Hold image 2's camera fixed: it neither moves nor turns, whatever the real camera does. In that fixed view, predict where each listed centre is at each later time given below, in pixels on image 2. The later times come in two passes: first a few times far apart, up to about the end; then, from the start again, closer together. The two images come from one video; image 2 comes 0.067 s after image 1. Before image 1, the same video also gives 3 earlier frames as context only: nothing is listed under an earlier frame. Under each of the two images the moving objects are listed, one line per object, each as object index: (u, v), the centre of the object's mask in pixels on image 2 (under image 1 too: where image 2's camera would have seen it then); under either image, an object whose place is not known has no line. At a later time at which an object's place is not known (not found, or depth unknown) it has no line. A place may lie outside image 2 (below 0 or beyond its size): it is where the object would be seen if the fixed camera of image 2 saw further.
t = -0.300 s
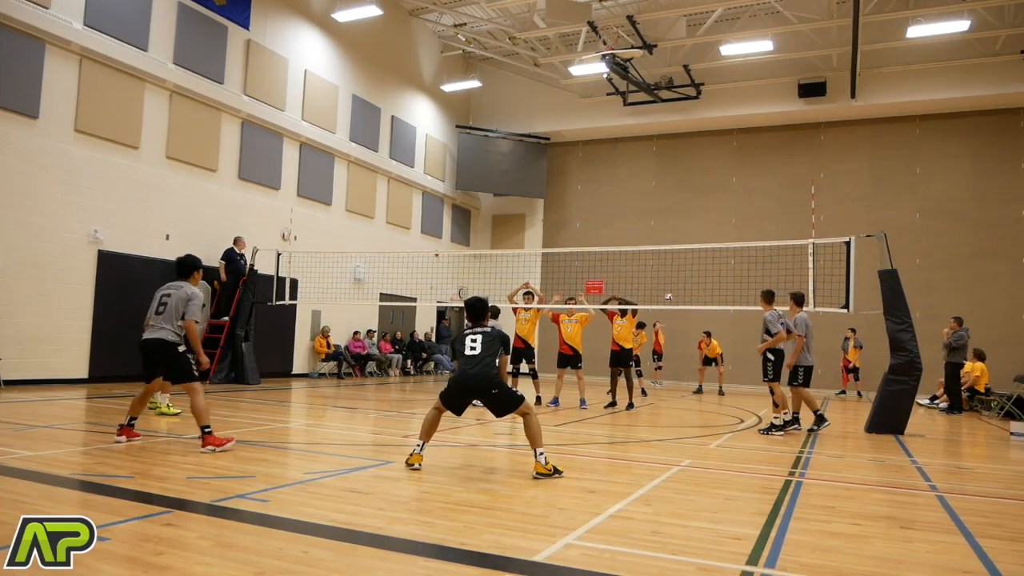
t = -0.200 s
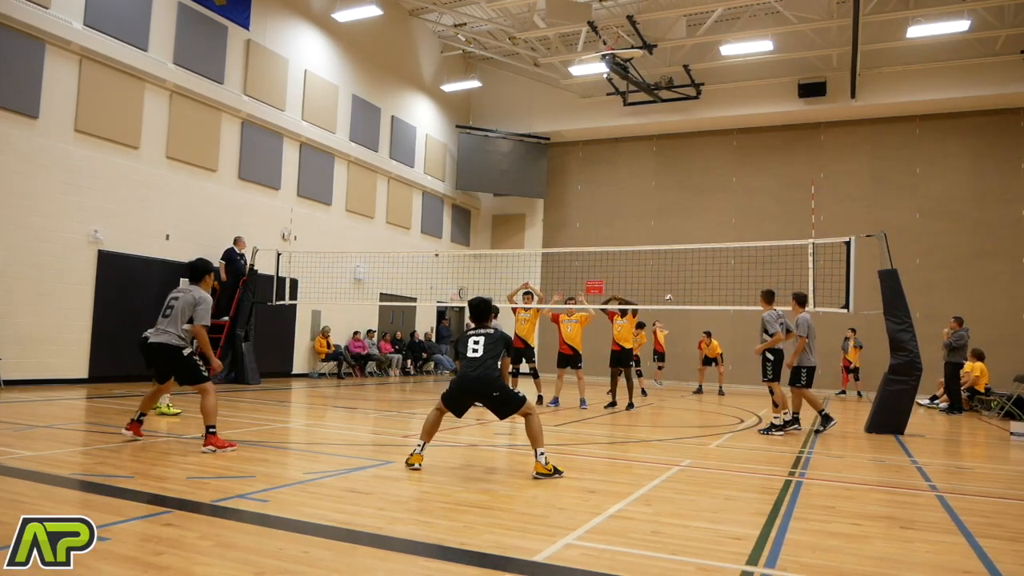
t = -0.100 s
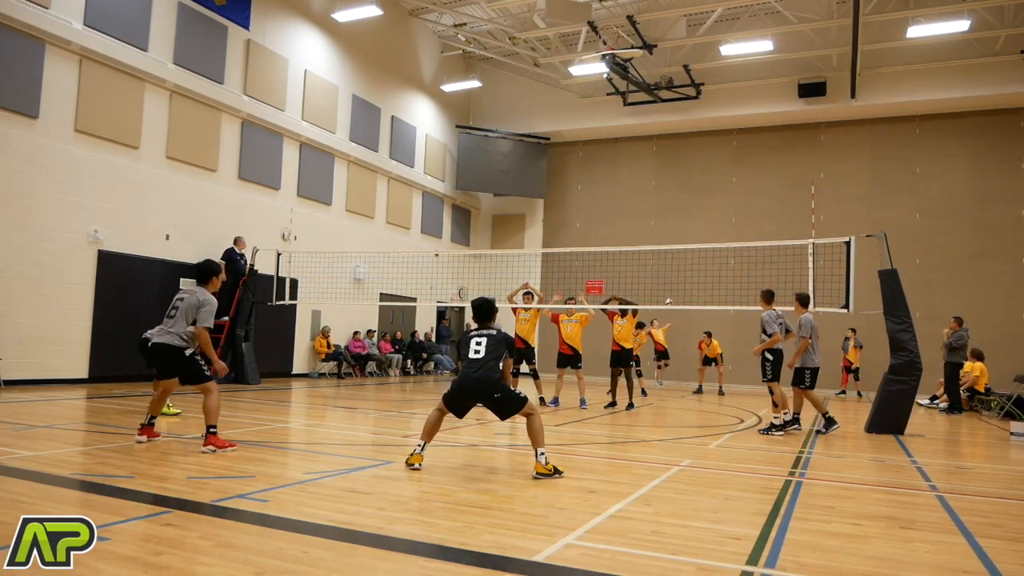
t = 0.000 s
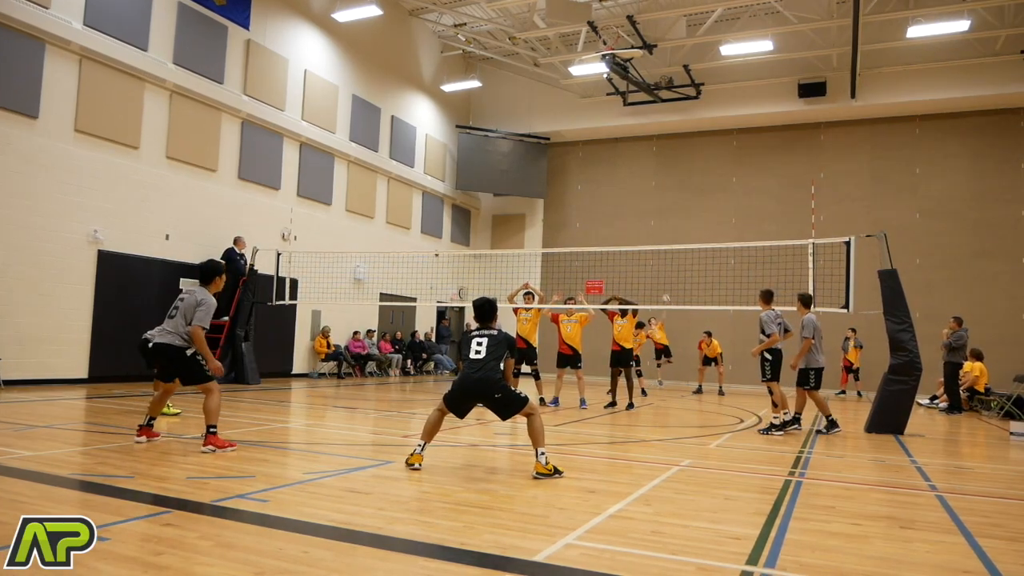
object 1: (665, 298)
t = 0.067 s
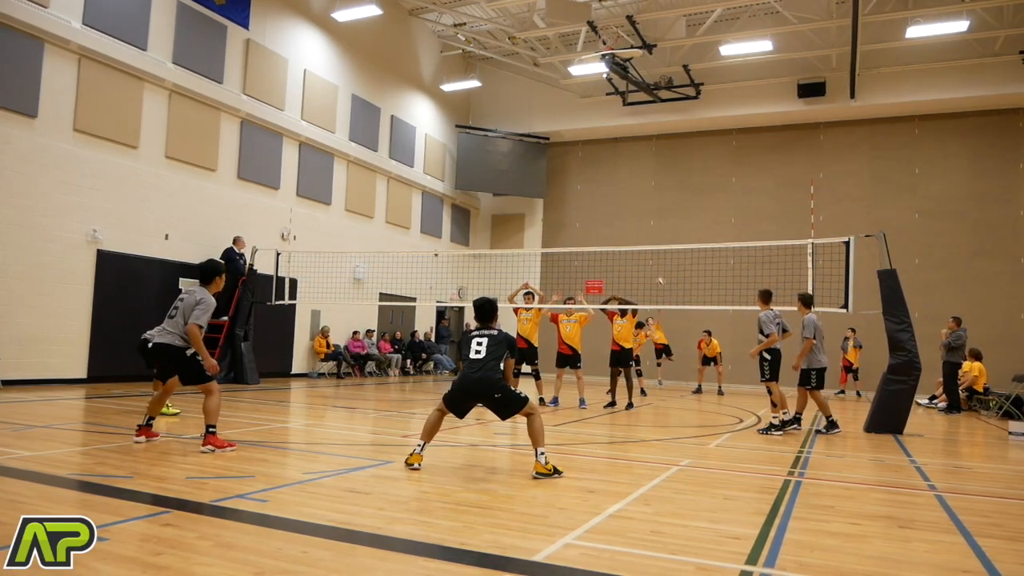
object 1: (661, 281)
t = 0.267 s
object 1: (643, 233)
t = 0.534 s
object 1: (613, 184)
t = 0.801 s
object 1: (572, 157)
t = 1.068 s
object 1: (512, 172)
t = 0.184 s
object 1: (652, 253)
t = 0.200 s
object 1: (649, 248)
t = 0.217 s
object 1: (648, 243)
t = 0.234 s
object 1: (646, 240)
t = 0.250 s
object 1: (644, 237)
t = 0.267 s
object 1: (643, 233)
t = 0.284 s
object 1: (642, 229)
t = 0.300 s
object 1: (640, 226)
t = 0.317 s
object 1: (638, 222)
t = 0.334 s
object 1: (636, 219)
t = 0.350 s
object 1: (634, 215)
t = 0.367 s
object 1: (632, 212)
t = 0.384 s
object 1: (631, 208)
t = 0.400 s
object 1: (629, 205)
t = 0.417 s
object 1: (627, 202)
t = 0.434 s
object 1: (625, 199)
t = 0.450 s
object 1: (623, 197)
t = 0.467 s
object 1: (621, 194)
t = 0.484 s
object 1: (619, 191)
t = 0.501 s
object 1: (617, 188)
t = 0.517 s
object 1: (615, 186)
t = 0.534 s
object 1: (613, 184)
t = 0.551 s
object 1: (610, 182)
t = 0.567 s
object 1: (609, 179)
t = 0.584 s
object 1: (606, 177)
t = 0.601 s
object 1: (604, 175)
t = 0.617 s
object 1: (601, 172)
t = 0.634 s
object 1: (599, 170)
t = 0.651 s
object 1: (596, 169)
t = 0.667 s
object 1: (593, 167)
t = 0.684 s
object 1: (591, 165)
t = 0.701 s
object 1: (589, 164)
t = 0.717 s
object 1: (586, 162)
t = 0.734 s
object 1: (583, 161)
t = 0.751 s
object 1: (580, 160)
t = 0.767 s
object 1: (578, 159)
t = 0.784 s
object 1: (574, 158)
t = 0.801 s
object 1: (572, 157)
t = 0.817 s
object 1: (569, 157)
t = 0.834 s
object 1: (566, 156)
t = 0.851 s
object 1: (563, 156)
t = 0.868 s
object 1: (560, 156)
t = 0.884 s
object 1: (556, 156)
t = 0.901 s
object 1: (553, 156)
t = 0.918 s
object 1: (550, 157)
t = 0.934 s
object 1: (546, 158)
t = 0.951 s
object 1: (542, 159)
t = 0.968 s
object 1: (538, 160)
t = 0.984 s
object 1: (534, 161)
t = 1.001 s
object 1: (529, 163)
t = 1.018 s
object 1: (525, 165)
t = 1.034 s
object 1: (521, 167)
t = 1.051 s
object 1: (516, 169)
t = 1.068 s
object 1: (512, 172)
